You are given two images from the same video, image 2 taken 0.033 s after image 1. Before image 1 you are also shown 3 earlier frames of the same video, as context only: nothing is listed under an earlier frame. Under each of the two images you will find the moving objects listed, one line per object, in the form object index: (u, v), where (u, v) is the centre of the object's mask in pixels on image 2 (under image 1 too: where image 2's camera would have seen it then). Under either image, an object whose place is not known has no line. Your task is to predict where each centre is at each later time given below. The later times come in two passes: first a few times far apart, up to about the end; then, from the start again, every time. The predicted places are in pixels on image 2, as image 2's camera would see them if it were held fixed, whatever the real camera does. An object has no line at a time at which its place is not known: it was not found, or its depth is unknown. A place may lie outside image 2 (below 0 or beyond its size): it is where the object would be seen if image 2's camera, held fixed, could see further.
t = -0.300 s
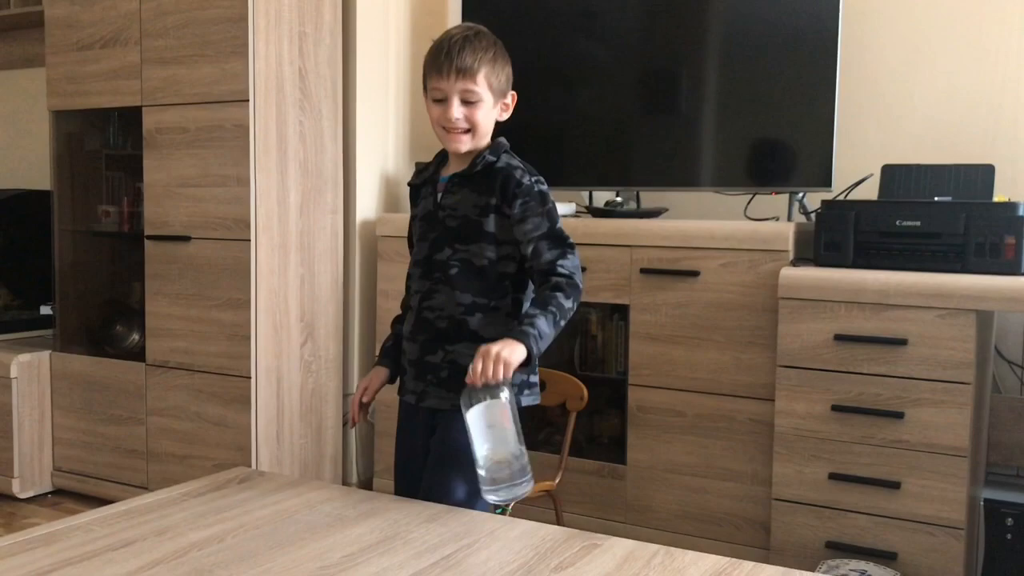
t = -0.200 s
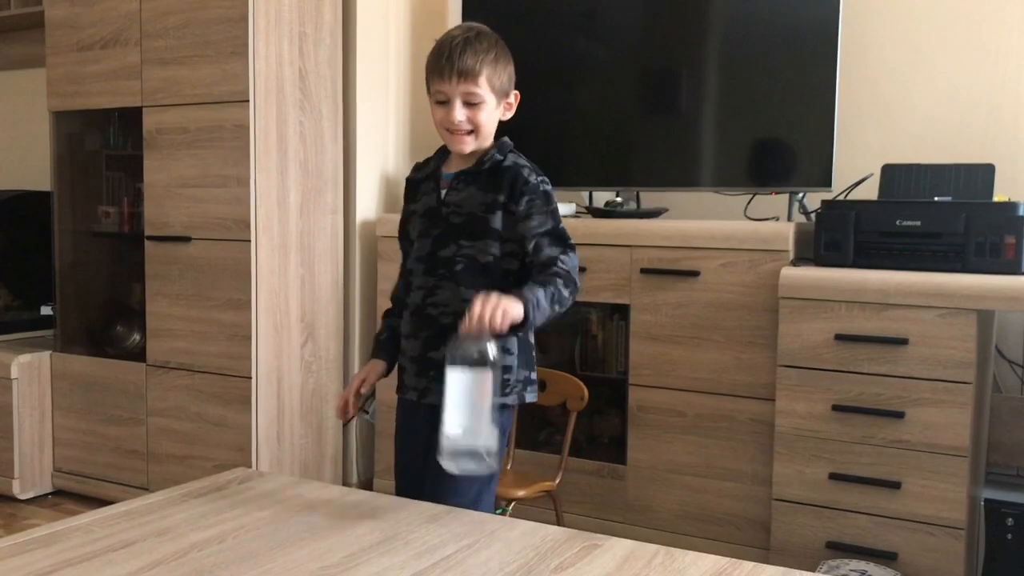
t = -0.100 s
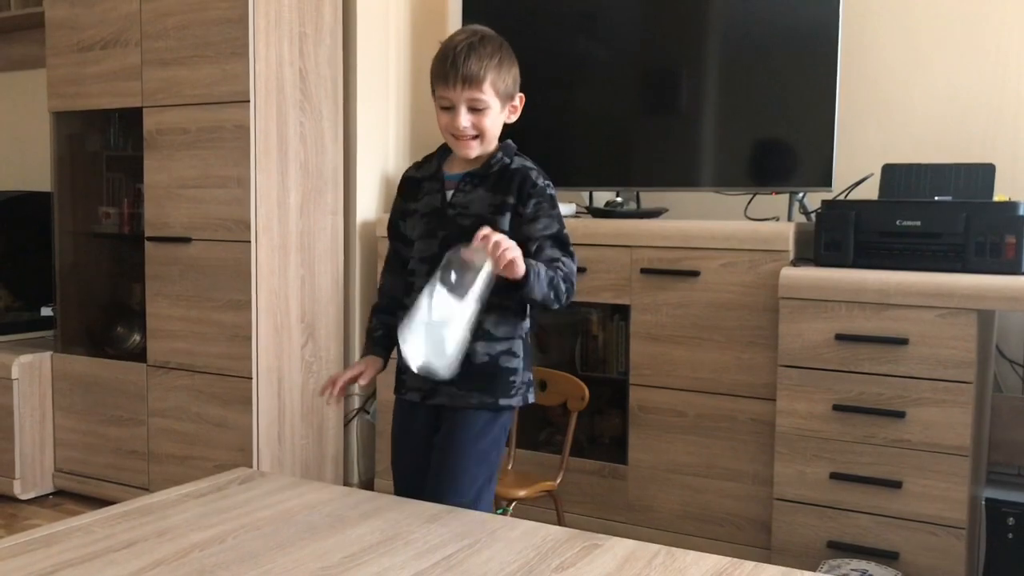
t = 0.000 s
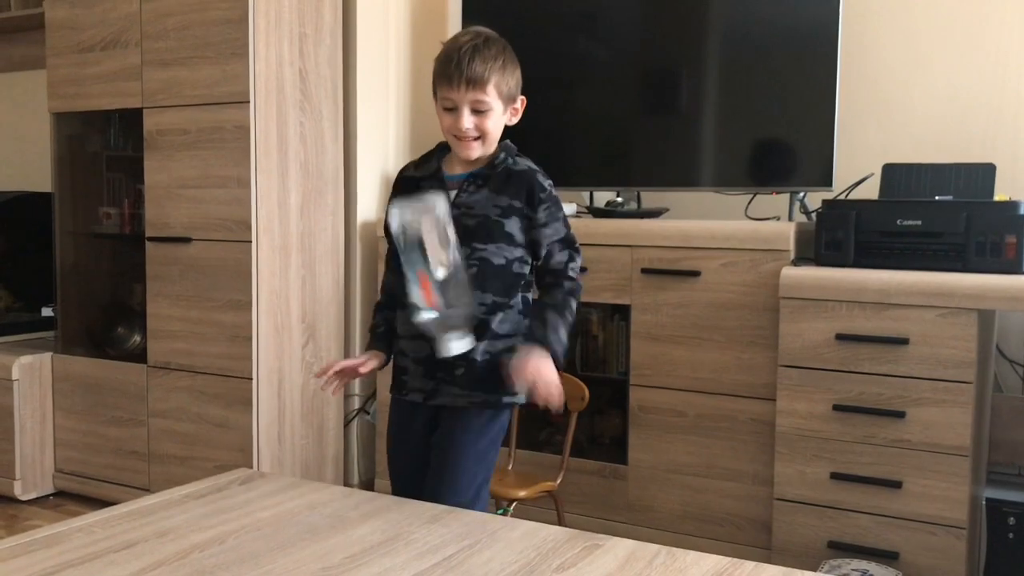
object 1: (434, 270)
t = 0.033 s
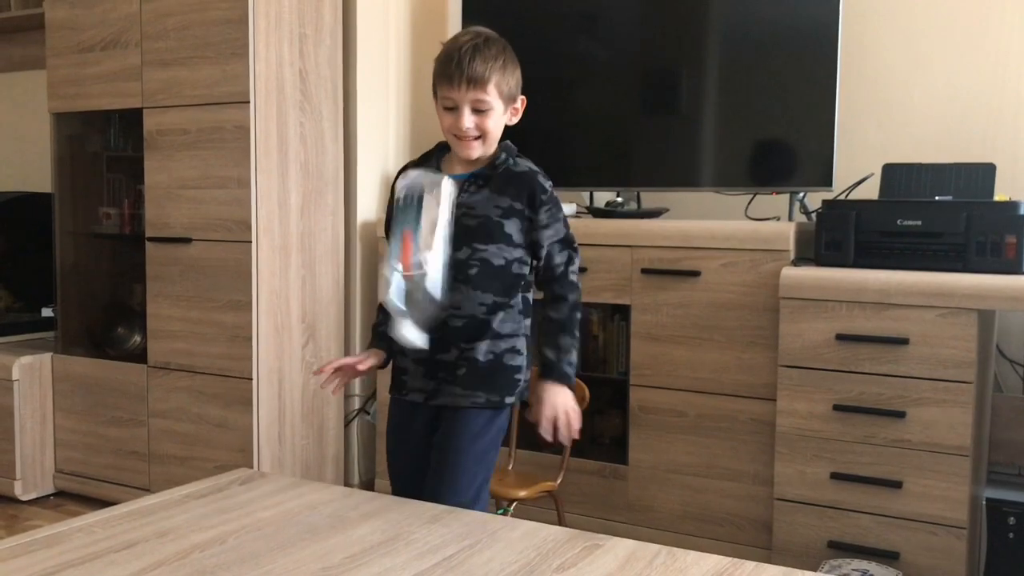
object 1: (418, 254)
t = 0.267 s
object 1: (385, 330)
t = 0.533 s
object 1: (360, 483)
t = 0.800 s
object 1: (360, 482)
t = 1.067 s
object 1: (361, 482)
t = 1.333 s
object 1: (361, 481)
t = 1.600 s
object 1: (359, 479)
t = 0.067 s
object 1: (407, 232)
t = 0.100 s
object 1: (406, 218)
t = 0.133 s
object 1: (402, 221)
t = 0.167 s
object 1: (398, 236)
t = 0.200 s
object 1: (394, 259)
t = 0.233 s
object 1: (390, 289)
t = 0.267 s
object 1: (385, 330)
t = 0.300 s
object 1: (379, 380)
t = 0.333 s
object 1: (373, 436)
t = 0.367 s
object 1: (369, 478)
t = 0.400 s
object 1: (365, 481)
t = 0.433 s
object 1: (362, 482)
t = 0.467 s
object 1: (360, 482)
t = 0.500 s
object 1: (360, 483)
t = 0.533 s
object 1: (360, 483)
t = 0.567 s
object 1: (360, 483)
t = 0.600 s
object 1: (361, 482)
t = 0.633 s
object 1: (361, 482)
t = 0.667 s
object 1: (360, 482)
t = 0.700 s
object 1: (360, 482)
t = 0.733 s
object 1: (360, 482)
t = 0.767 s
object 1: (361, 482)
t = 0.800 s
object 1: (360, 482)
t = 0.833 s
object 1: (360, 482)
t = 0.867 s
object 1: (361, 482)
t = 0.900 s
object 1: (361, 482)
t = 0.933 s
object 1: (360, 482)
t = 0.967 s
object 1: (360, 483)
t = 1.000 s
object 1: (360, 482)
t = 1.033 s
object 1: (361, 482)
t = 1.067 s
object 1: (361, 482)
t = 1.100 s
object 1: (361, 482)
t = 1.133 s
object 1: (361, 482)
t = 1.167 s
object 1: (361, 482)
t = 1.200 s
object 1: (361, 482)
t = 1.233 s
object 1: (361, 482)
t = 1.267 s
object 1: (361, 482)
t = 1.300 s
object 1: (361, 481)
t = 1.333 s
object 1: (361, 481)
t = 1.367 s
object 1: (361, 481)
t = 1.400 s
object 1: (360, 481)
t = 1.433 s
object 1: (360, 481)
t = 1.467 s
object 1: (360, 480)
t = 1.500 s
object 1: (360, 480)
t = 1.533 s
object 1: (360, 479)
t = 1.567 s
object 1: (359, 479)
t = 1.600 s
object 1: (359, 479)
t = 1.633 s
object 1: (358, 479)
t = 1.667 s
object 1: (356, 480)
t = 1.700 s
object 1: (355, 480)
